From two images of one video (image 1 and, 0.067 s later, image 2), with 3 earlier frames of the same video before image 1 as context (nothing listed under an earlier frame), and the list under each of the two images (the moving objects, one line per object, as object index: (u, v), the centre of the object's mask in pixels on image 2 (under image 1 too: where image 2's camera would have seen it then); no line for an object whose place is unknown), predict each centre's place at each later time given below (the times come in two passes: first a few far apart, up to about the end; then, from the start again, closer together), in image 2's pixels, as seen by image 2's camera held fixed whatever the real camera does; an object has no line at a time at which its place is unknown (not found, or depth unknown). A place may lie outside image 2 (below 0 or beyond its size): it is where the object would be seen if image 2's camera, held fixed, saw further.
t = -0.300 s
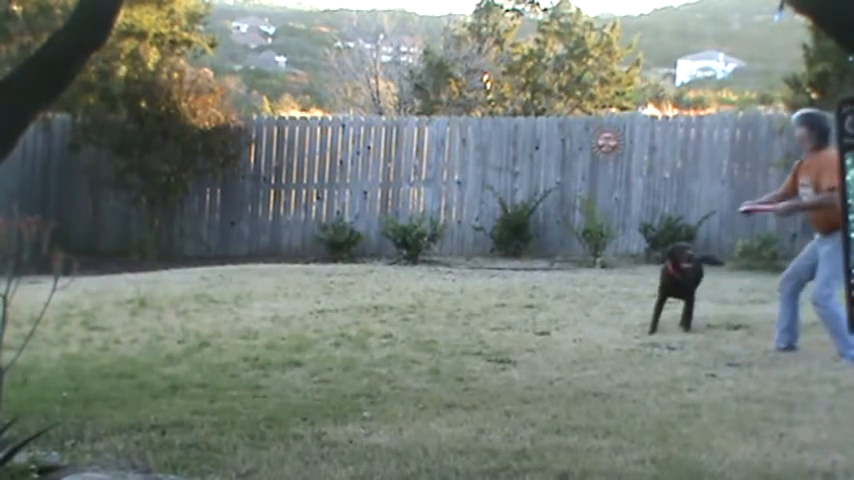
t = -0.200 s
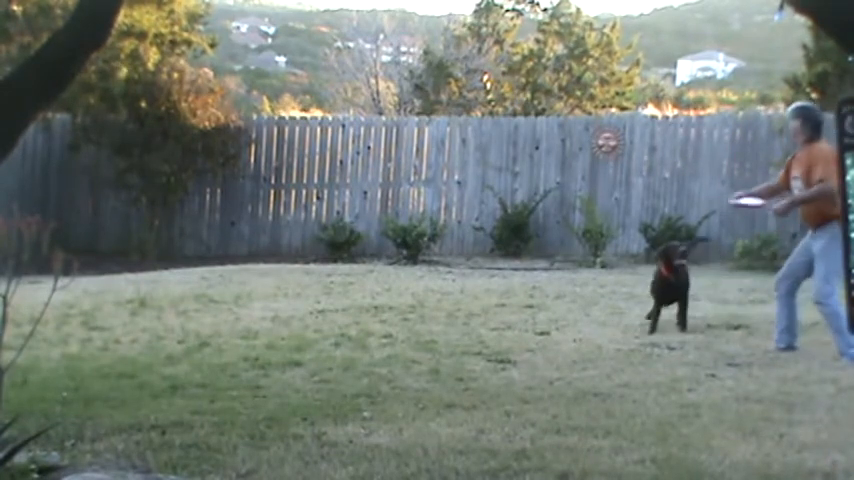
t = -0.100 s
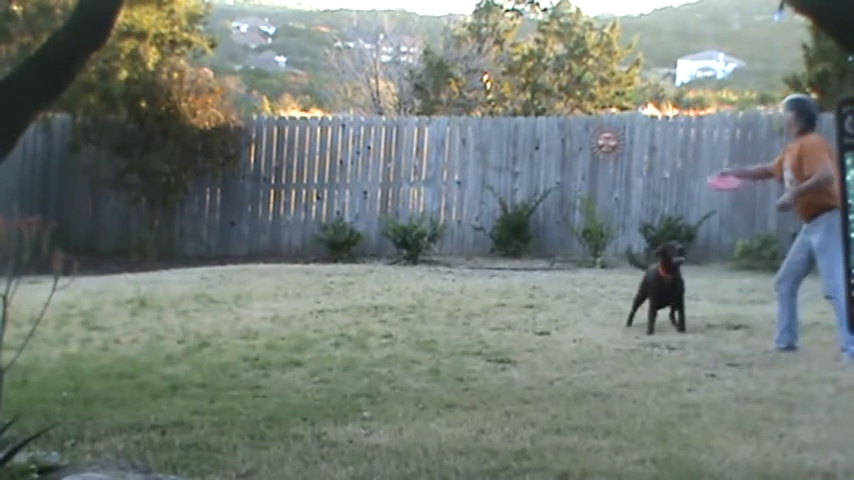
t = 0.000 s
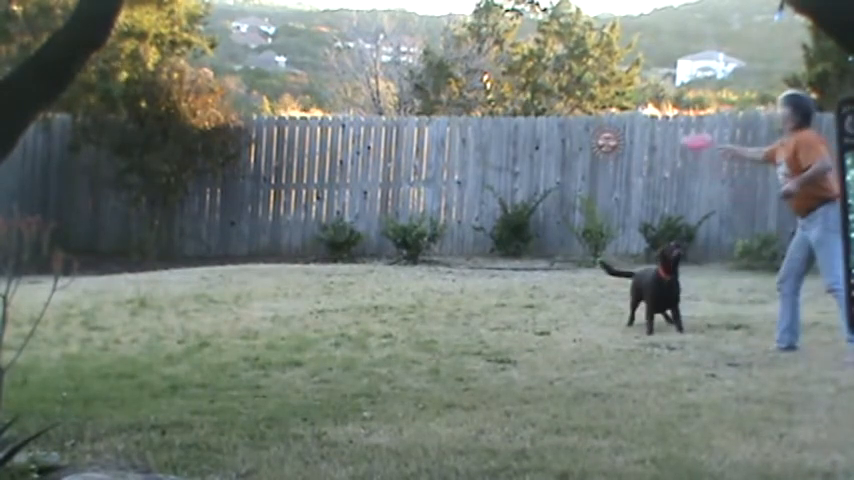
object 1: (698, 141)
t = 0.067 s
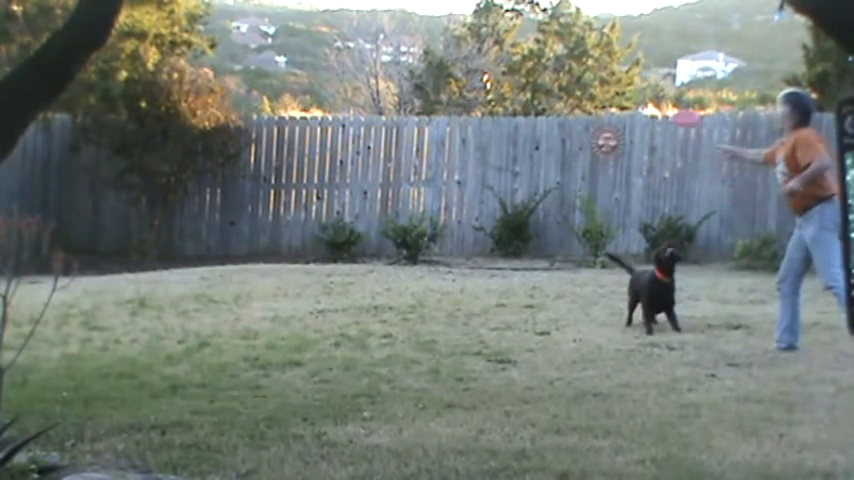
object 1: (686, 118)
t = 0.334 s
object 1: (645, 63)
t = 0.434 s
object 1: (635, 56)
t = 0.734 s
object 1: (601, 57)
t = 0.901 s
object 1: (587, 73)
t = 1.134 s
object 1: (563, 99)
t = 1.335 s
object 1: (536, 128)
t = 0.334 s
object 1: (645, 63)
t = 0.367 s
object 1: (640, 60)
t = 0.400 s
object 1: (637, 58)
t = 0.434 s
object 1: (635, 56)
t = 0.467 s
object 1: (629, 54)
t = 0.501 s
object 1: (628, 53)
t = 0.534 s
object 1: (623, 52)
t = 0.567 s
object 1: (620, 52)
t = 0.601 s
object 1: (615, 52)
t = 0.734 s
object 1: (601, 57)
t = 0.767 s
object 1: (600, 60)
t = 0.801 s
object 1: (597, 63)
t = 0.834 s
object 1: (594, 66)
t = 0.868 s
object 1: (591, 69)
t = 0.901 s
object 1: (587, 73)
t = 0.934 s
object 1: (584, 76)
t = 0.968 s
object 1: (581, 80)
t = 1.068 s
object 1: (570, 91)
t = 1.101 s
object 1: (567, 94)
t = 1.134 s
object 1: (563, 99)
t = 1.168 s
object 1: (559, 103)
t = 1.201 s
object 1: (554, 107)
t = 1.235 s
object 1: (551, 110)
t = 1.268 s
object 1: (545, 117)
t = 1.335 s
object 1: (536, 128)
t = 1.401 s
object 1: (526, 140)
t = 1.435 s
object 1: (522, 146)
